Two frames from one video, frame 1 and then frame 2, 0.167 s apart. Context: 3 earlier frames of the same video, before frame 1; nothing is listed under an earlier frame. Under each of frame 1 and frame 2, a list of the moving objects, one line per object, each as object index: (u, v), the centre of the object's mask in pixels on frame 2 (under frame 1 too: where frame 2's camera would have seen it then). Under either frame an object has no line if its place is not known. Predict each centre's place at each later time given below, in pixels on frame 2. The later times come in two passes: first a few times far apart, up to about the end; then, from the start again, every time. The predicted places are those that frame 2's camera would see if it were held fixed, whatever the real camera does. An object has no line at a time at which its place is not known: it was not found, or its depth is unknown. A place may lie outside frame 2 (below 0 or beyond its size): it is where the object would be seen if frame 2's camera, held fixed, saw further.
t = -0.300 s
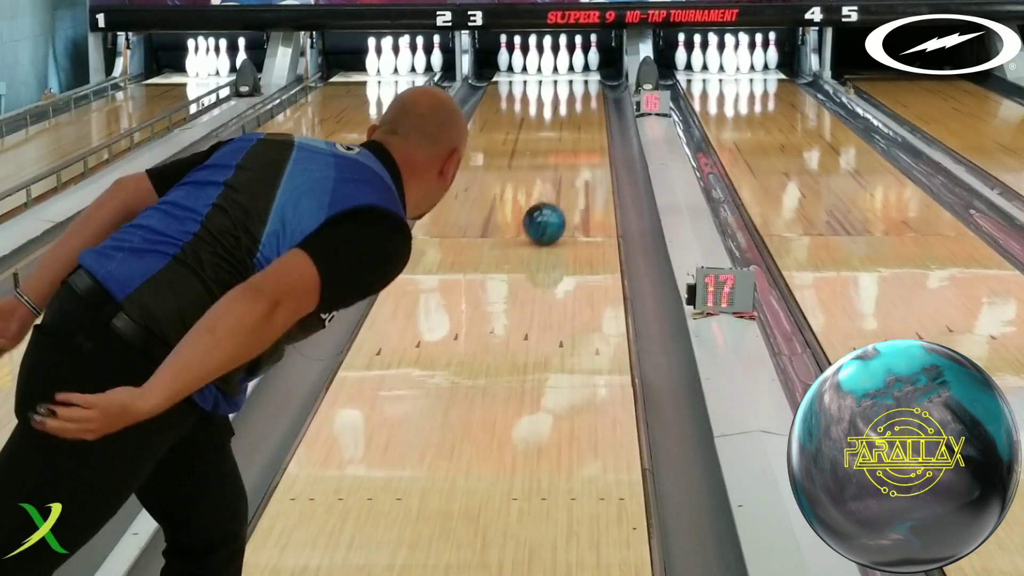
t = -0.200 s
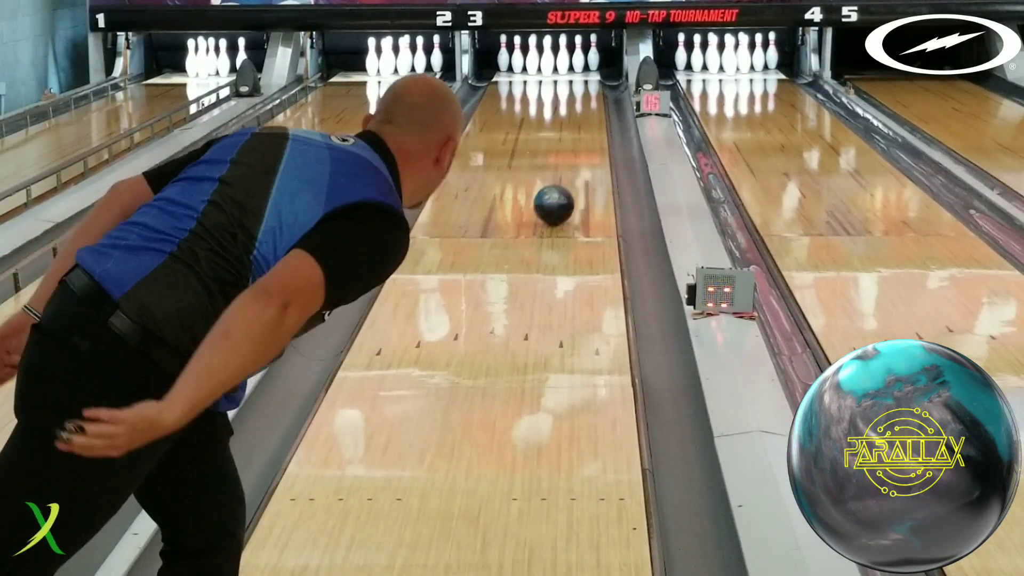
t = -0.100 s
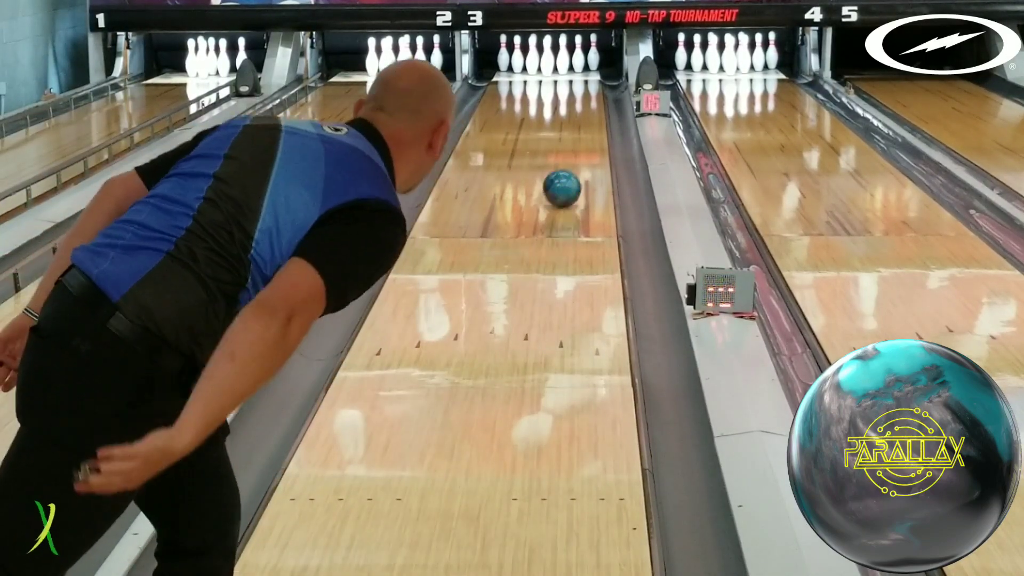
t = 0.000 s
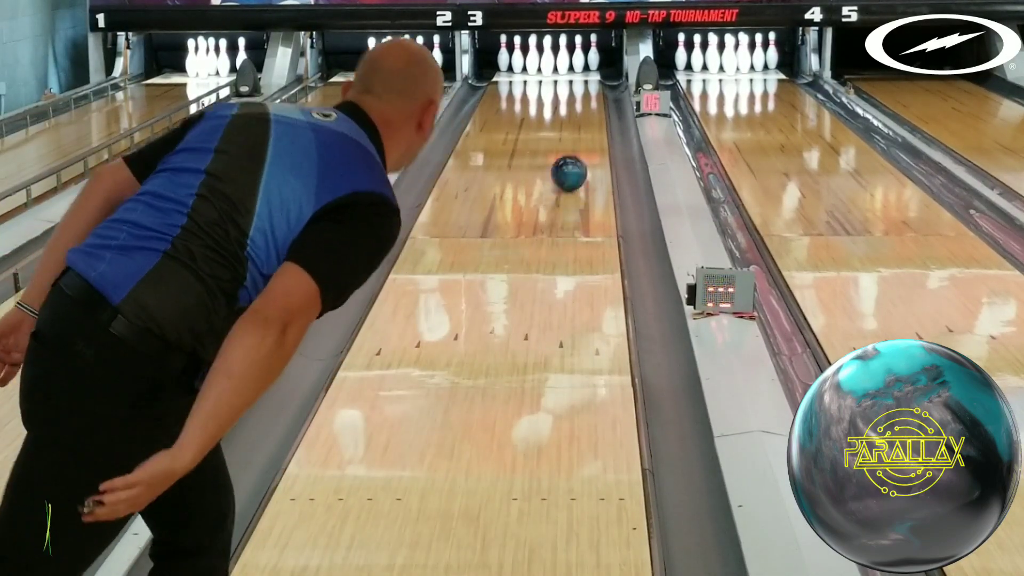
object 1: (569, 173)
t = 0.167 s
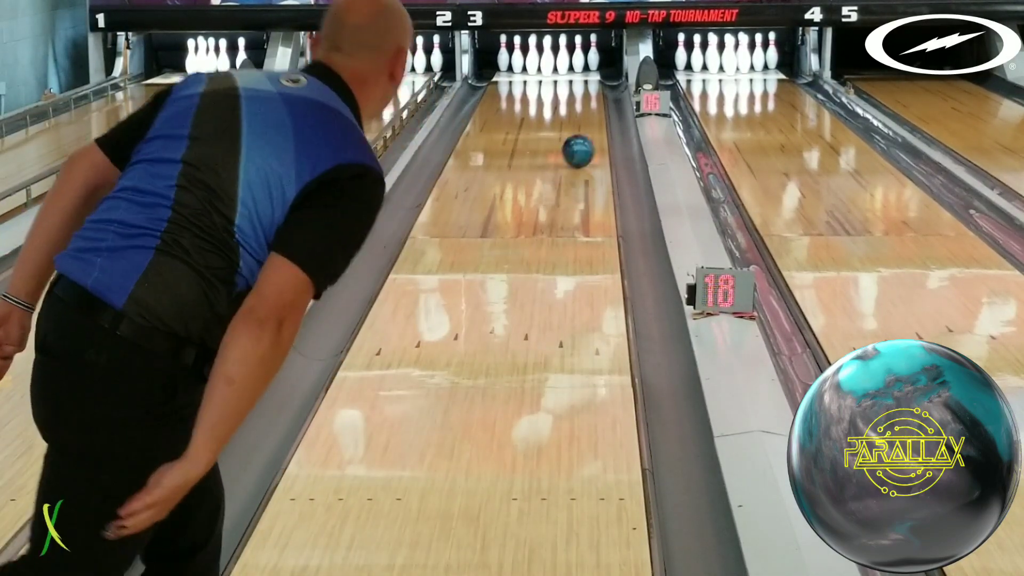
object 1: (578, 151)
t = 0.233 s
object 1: (581, 143)
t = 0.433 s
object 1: (587, 123)
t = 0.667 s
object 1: (589, 104)
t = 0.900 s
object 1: (583, 89)
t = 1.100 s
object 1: (572, 78)
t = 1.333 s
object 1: (558, 67)
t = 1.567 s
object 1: (565, 61)
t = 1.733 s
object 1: (569, 59)
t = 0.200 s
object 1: (580, 147)
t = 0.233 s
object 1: (581, 143)
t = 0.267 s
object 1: (583, 140)
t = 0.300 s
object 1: (584, 136)
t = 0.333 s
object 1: (585, 133)
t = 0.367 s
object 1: (586, 129)
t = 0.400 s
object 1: (587, 126)
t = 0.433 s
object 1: (587, 123)
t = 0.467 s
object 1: (588, 120)
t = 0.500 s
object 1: (589, 117)
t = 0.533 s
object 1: (589, 114)
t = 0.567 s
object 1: (589, 112)
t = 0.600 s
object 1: (589, 109)
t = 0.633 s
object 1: (589, 106)
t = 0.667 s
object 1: (589, 104)
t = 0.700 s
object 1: (589, 102)
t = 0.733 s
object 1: (588, 99)
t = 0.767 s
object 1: (588, 97)
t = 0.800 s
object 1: (587, 95)
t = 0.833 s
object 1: (586, 93)
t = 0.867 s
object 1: (585, 91)
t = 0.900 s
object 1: (583, 89)
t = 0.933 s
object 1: (582, 87)
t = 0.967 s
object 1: (580, 85)
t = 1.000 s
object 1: (578, 83)
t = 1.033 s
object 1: (576, 82)
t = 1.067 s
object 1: (574, 80)
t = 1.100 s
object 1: (572, 78)
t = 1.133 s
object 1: (570, 77)
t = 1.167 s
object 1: (568, 75)
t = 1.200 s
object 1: (565, 74)
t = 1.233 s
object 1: (564, 73)
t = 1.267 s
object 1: (562, 71)
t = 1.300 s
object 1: (560, 69)
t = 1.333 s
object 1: (558, 67)
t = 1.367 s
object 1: (559, 66)
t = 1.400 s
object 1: (560, 65)
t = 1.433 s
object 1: (560, 64)
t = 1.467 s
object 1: (560, 63)
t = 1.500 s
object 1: (561, 63)
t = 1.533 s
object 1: (563, 61)
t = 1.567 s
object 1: (565, 61)
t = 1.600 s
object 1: (566, 61)
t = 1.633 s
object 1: (566, 60)
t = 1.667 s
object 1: (568, 60)
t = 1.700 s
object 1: (569, 59)
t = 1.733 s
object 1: (569, 59)
